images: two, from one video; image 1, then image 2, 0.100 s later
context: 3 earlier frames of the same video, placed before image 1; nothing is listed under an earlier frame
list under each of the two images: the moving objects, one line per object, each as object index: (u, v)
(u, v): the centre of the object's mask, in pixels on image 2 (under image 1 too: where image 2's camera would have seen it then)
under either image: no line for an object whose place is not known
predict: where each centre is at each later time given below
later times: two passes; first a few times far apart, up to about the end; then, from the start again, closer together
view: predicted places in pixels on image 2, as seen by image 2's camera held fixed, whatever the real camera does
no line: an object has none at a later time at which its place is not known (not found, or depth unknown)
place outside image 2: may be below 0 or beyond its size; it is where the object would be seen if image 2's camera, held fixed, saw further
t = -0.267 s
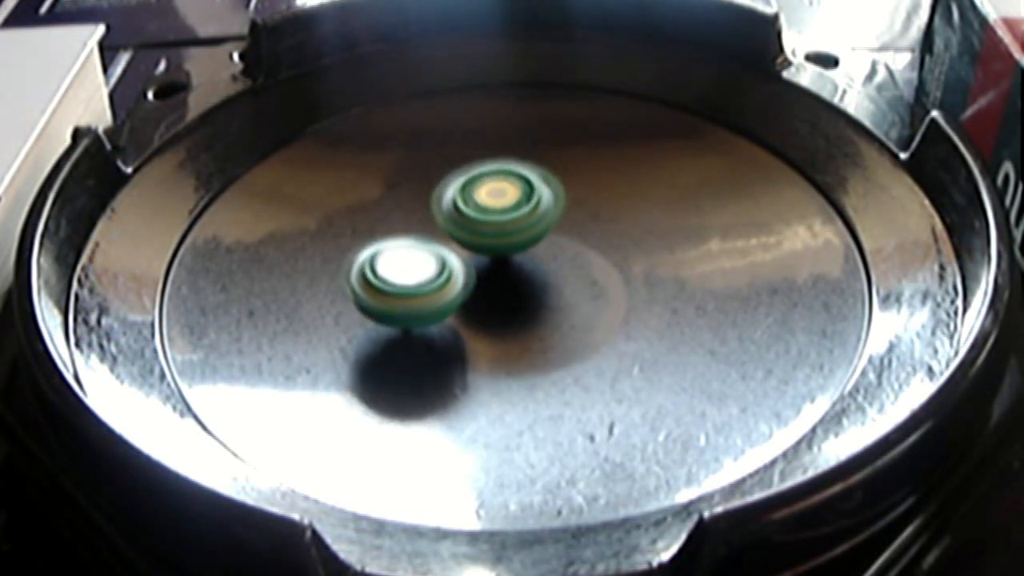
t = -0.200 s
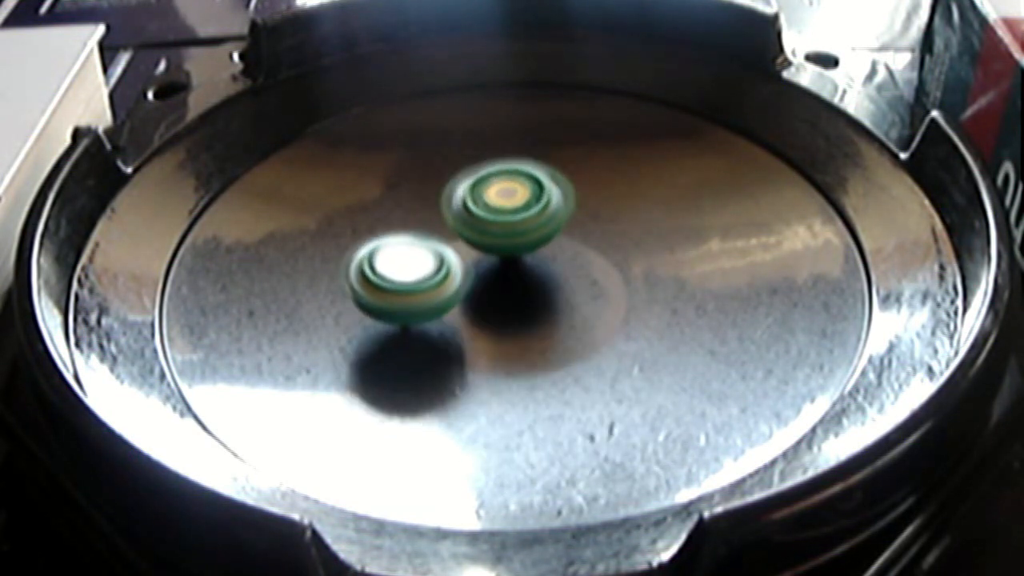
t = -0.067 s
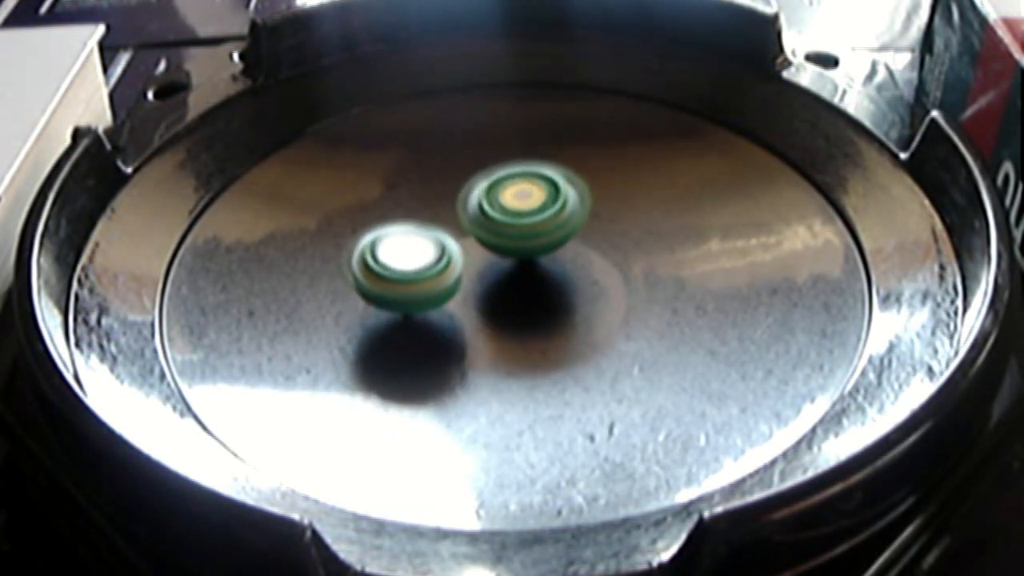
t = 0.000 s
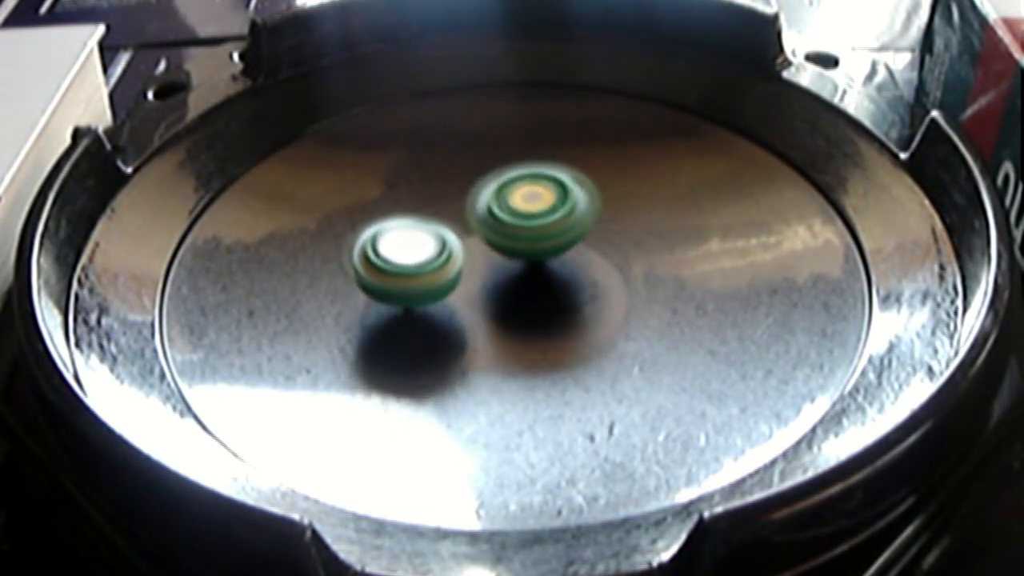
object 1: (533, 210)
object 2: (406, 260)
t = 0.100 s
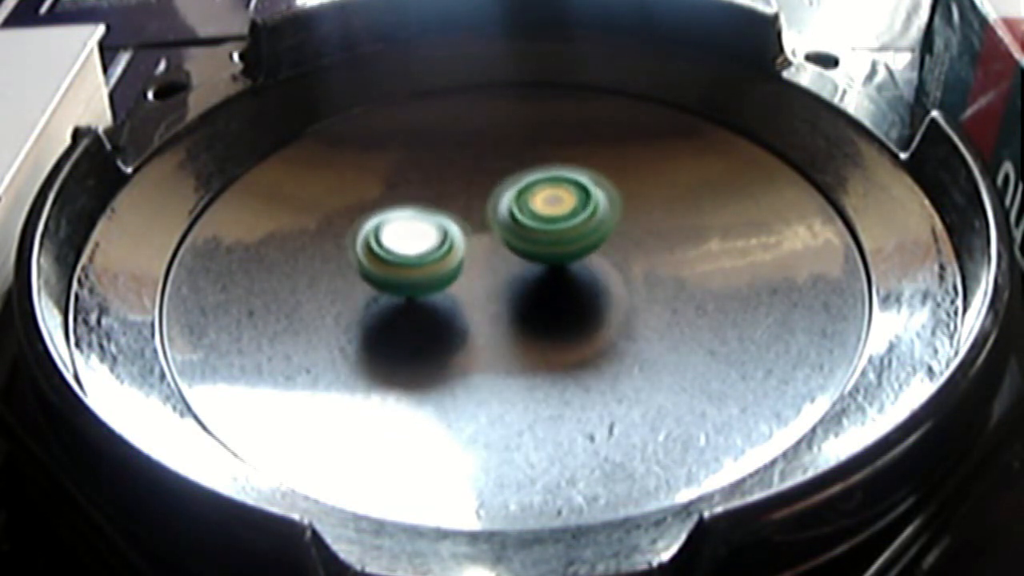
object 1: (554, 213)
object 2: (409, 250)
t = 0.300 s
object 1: (580, 224)
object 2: (421, 232)
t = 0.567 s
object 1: (598, 244)
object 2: (443, 214)
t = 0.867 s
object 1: (589, 271)
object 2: (471, 202)
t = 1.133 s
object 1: (558, 291)
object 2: (495, 201)
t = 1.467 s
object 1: (503, 301)
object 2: (526, 210)
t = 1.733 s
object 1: (454, 294)
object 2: (549, 229)
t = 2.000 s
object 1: (404, 280)
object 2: (565, 252)
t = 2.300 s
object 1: (406, 260)
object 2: (584, 271)
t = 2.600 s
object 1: (427, 225)
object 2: (579, 282)
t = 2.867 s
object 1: (463, 202)
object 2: (558, 289)
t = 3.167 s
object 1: (512, 192)
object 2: (526, 289)
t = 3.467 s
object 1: (556, 192)
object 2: (489, 287)
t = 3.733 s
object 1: (582, 208)
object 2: (457, 279)
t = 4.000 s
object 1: (595, 236)
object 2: (437, 266)
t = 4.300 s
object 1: (575, 268)
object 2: (432, 250)
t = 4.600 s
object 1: (536, 296)
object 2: (436, 231)
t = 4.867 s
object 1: (489, 302)
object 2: (450, 217)
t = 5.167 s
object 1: (440, 291)
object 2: (477, 208)
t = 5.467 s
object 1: (406, 270)
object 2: (506, 210)
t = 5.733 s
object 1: (403, 257)
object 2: (535, 220)
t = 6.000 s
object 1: (420, 237)
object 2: (561, 239)
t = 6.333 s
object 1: (443, 215)
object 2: (575, 271)
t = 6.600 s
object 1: (476, 208)
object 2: (566, 291)
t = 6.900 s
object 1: (515, 211)
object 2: (538, 302)
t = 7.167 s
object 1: (554, 205)
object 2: (490, 287)
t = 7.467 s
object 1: (602, 193)
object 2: (466, 243)
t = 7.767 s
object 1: (630, 215)
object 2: (474, 206)
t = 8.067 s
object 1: (615, 258)
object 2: (485, 189)
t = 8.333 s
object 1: (549, 288)
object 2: (502, 198)
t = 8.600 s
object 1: (474, 282)
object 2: (542, 208)
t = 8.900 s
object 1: (445, 238)
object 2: (588, 223)
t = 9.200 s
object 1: (485, 206)
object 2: (613, 251)
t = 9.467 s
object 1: (497, 183)
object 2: (673, 299)
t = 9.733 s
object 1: (531, 205)
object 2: (658, 315)
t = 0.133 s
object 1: (560, 215)
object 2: (411, 246)
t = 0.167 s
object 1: (564, 216)
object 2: (413, 243)
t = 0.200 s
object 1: (568, 218)
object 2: (416, 240)
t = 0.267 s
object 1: (576, 221)
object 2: (420, 235)
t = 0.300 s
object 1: (580, 224)
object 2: (421, 232)
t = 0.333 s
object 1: (583, 226)
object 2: (424, 229)
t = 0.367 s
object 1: (586, 228)
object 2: (426, 226)
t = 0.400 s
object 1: (589, 230)
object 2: (429, 224)
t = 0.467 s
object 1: (594, 236)
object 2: (435, 220)
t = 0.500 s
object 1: (595, 238)
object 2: (437, 218)
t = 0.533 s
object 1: (597, 241)
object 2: (440, 216)
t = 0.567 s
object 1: (598, 244)
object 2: (443, 214)
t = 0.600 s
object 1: (598, 247)
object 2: (446, 212)
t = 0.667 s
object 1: (598, 253)
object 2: (452, 209)
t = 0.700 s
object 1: (597, 256)
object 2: (455, 208)
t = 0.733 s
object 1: (596, 259)
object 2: (459, 206)
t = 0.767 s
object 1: (595, 262)
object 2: (461, 205)
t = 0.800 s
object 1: (593, 265)
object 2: (465, 204)
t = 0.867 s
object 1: (589, 271)
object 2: (471, 202)
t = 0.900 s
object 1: (587, 275)
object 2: (474, 201)
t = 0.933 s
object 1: (583, 278)
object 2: (477, 201)
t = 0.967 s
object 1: (580, 280)
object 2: (480, 201)
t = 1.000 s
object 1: (576, 283)
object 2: (482, 200)
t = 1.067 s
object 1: (567, 287)
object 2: (488, 201)
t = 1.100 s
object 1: (562, 290)
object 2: (492, 201)
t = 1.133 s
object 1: (558, 291)
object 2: (495, 201)
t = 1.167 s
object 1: (552, 293)
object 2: (498, 202)
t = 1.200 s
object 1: (547, 294)
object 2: (501, 202)
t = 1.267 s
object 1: (537, 297)
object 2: (507, 204)
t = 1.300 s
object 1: (531, 298)
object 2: (510, 205)
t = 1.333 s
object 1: (526, 299)
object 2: (513, 205)
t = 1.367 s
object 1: (520, 300)
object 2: (515, 206)
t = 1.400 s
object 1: (515, 300)
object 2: (519, 207)
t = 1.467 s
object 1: (503, 301)
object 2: (526, 210)
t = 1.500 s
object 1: (497, 301)
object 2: (529, 212)
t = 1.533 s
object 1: (491, 301)
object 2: (532, 214)
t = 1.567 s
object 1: (484, 300)
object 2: (535, 216)
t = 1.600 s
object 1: (478, 299)
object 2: (537, 218)
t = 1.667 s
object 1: (465, 297)
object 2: (543, 223)
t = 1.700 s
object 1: (459, 296)
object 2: (546, 226)
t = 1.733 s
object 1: (454, 294)
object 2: (549, 229)
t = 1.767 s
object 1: (446, 293)
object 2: (551, 232)
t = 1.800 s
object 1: (437, 292)
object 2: (553, 234)
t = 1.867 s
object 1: (422, 289)
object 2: (557, 240)
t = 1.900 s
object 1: (416, 287)
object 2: (559, 243)
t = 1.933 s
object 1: (409, 285)
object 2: (562, 246)
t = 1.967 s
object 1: (406, 282)
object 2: (563, 249)
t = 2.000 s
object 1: (404, 280)
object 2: (565, 252)
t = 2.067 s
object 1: (404, 278)
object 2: (571, 258)
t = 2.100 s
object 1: (404, 277)
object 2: (573, 261)
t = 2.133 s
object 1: (404, 276)
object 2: (576, 263)
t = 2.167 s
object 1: (404, 274)
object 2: (578, 265)
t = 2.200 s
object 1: (405, 271)
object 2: (580, 267)
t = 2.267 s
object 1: (405, 264)
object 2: (583, 270)
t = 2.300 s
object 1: (406, 260)
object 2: (584, 271)
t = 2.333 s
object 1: (407, 256)
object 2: (584, 273)
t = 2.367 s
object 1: (408, 252)
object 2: (585, 274)
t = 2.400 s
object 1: (409, 248)
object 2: (585, 275)
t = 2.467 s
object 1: (414, 240)
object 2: (584, 278)
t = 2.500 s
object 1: (417, 236)
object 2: (583, 279)
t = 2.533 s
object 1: (420, 232)
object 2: (582, 280)
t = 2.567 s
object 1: (424, 228)
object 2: (581, 281)
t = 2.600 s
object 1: (427, 225)
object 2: (579, 282)
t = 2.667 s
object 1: (435, 218)
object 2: (575, 285)
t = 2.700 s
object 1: (438, 215)
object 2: (574, 285)
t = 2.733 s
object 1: (443, 211)
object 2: (571, 286)
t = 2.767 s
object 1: (448, 209)
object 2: (568, 287)
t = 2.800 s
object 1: (453, 206)
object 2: (565, 288)
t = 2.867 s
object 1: (463, 202)
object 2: (558, 289)
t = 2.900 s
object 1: (468, 200)
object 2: (555, 289)
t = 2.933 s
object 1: (473, 198)
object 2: (552, 289)
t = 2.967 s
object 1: (478, 197)
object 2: (548, 289)
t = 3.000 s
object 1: (484, 195)
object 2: (545, 290)
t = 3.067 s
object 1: (495, 193)
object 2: (537, 289)
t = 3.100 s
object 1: (501, 193)
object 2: (531, 289)
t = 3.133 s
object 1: (507, 193)
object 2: (528, 289)
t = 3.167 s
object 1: (512, 192)
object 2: (526, 289)
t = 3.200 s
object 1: (518, 193)
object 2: (522, 289)
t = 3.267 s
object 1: (530, 193)
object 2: (517, 288)
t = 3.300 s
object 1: (536, 191)
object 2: (512, 289)
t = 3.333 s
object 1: (542, 190)
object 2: (507, 289)
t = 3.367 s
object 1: (547, 190)
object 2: (502, 289)
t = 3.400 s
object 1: (551, 190)
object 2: (497, 289)
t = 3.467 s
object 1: (556, 192)
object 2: (489, 287)
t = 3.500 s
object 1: (559, 193)
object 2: (485, 285)
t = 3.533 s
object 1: (563, 195)
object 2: (481, 285)
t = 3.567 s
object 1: (566, 196)
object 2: (477, 284)
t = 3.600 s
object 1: (569, 198)
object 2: (473, 283)
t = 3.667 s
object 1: (576, 203)
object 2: (464, 282)
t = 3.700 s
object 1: (579, 205)
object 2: (460, 280)
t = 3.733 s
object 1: (582, 208)
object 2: (457, 279)
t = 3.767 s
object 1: (585, 211)
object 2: (454, 277)
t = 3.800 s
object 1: (587, 214)
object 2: (450, 276)
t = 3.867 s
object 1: (592, 221)
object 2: (445, 272)
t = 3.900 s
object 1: (593, 225)
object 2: (443, 271)
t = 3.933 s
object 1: (594, 228)
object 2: (441, 269)
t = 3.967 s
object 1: (594, 232)
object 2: (439, 268)
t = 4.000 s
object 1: (595, 236)
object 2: (437, 266)
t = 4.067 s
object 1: (593, 244)
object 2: (434, 262)
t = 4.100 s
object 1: (591, 247)
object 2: (433, 261)
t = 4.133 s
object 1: (589, 251)
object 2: (433, 259)
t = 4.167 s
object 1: (586, 254)
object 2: (432, 257)
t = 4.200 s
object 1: (584, 258)
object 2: (432, 256)
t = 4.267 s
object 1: (578, 265)
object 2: (432, 251)
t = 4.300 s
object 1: (575, 268)
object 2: (432, 250)
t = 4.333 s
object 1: (571, 272)
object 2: (433, 248)
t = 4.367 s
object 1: (567, 275)
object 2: (433, 246)
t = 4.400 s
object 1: (562, 278)
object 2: (434, 244)
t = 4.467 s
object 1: (557, 285)
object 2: (433, 238)
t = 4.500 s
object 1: (552, 288)
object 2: (433, 236)
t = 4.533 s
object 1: (547, 291)
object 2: (434, 235)
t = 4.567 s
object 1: (542, 293)
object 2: (435, 233)
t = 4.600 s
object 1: (536, 296)
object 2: (436, 231)
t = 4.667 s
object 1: (525, 299)
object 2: (438, 227)
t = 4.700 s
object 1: (519, 300)
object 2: (440, 226)
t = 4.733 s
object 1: (514, 301)
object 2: (441, 224)
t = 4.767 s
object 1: (507, 302)
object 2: (443, 222)
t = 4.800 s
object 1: (502, 302)
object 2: (445, 221)
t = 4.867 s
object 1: (489, 302)
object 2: (450, 217)
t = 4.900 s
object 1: (483, 302)
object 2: (453, 216)
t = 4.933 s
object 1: (478, 301)
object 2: (455, 215)
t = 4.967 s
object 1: (473, 300)
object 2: (458, 214)
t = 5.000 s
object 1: (467, 298)
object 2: (461, 212)
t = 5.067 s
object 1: (457, 296)
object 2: (467, 210)
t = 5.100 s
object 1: (451, 295)
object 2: (471, 209)
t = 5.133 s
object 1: (446, 293)
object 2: (474, 209)
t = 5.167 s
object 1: (440, 291)
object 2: (477, 208)
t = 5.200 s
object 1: (435, 290)
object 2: (481, 208)
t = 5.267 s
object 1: (424, 285)
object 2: (488, 208)
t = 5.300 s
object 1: (420, 283)
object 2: (491, 208)
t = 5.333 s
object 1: (416, 280)
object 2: (494, 208)
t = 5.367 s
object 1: (413, 278)
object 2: (498, 209)
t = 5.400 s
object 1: (410, 275)
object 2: (501, 209)
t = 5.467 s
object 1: (406, 270)
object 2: (506, 210)
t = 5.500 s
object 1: (404, 267)
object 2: (510, 211)
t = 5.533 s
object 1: (403, 264)
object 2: (513, 212)
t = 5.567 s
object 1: (402, 262)
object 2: (516, 213)
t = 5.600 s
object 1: (401, 261)
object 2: (521, 214)
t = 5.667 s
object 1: (401, 259)
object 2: (528, 217)
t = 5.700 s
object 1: (402, 258)
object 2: (532, 218)
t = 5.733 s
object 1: (403, 257)
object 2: (535, 220)
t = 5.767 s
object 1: (404, 255)
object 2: (539, 222)
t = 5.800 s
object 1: (405, 252)
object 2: (542, 224)
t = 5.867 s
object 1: (409, 247)
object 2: (548, 228)
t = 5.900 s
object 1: (412, 244)
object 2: (551, 230)
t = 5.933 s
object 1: (416, 241)
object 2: (555, 233)
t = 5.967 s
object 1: (418, 239)
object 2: (558, 235)
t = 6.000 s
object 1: (420, 237)
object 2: (561, 239)
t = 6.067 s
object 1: (422, 233)
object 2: (567, 245)
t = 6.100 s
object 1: (423, 230)
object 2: (568, 248)
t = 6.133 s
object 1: (424, 227)
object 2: (568, 253)
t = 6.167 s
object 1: (426, 225)
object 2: (570, 256)
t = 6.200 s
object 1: (429, 223)
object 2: (572, 259)
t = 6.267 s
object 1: (436, 219)
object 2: (574, 266)
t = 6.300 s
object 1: (439, 217)
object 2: (575, 268)
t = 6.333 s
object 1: (443, 215)
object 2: (575, 271)
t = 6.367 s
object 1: (447, 214)
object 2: (575, 274)
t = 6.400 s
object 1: (450, 212)
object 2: (576, 276)
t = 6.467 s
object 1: (458, 210)
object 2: (573, 282)
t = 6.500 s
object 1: (463, 210)
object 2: (572, 284)
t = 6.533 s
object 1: (467, 209)
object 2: (570, 287)
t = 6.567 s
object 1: (471, 209)
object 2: (568, 289)
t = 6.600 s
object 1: (476, 208)
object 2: (566, 291)
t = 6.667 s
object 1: (485, 209)
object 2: (562, 295)
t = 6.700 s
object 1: (490, 209)
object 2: (560, 297)
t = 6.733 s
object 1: (494, 210)
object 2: (557, 298)
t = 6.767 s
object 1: (499, 212)
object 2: (553, 299)
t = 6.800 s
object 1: (503, 212)
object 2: (551, 301)
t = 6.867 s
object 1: (511, 213)
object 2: (545, 302)
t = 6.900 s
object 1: (515, 211)
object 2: (538, 302)
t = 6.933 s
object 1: (520, 210)
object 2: (533, 301)
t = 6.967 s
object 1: (525, 210)
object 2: (527, 300)
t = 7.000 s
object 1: (529, 209)
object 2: (522, 299)
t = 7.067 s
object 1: (538, 208)
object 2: (511, 294)
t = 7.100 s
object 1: (542, 207)
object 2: (505, 292)
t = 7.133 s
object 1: (547, 207)
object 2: (499, 290)
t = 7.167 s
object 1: (554, 205)
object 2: (490, 287)
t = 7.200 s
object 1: (561, 202)
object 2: (484, 283)
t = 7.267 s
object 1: (579, 200)
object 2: (475, 272)
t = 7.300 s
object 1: (585, 197)
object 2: (472, 266)
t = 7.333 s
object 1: (590, 196)
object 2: (470, 261)
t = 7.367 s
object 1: (593, 195)
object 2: (468, 256)
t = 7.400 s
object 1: (596, 194)
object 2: (467, 252)
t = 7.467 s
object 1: (602, 193)
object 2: (466, 243)
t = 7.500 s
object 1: (605, 194)
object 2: (467, 238)
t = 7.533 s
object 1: (607, 195)
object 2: (468, 234)
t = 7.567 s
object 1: (610, 197)
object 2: (469, 230)
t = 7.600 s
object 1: (611, 199)
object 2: (471, 226)
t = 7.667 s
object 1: (616, 203)
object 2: (473, 218)
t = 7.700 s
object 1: (623, 207)
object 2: (471, 213)
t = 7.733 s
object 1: (627, 211)
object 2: (473, 209)
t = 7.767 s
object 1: (630, 215)
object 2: (474, 206)
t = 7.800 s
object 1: (633, 219)
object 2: (477, 203)
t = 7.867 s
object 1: (635, 228)
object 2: (482, 196)
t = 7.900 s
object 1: (634, 233)
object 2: (483, 194)
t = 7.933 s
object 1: (632, 238)
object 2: (484, 192)
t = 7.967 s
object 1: (629, 244)
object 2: (484, 190)
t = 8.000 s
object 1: (625, 248)
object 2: (485, 189)
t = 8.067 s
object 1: (615, 258)
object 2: (485, 189)
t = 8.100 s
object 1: (610, 263)
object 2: (486, 189)
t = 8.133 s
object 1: (603, 268)
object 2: (487, 190)
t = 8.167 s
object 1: (596, 273)
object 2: (488, 191)
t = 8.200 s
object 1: (588, 278)
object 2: (489, 192)
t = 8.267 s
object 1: (569, 284)
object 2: (494, 195)
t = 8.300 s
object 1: (559, 287)
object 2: (498, 197)
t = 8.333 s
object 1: (549, 288)
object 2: (502, 198)
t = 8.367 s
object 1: (539, 288)
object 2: (508, 200)
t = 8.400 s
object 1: (529, 289)
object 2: (512, 202)
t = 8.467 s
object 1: (510, 290)
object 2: (523, 204)
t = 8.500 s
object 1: (500, 290)
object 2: (528, 204)
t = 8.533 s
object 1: (491, 288)
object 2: (532, 205)
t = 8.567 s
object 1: (482, 285)
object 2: (537, 206)
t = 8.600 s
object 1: (474, 282)
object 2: (542, 208)
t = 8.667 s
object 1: (458, 275)
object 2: (555, 211)
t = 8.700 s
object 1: (453, 270)
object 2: (561, 212)
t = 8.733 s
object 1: (449, 263)
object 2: (567, 213)
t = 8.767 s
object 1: (447, 259)
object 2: (572, 214)
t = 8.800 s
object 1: (445, 253)
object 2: (576, 216)
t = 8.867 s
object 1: (443, 243)
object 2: (584, 222)
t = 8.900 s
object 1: (445, 238)
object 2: (588, 223)
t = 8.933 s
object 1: (446, 233)
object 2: (592, 226)
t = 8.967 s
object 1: (449, 228)
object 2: (595, 228)
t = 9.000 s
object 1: (453, 224)
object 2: (599, 232)
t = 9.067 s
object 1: (462, 216)
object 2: (604, 237)
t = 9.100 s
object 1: (467, 213)
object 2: (607, 240)
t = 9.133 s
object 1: (473, 211)
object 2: (608, 244)
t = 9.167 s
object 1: (478, 208)
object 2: (611, 247)
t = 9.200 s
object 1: (485, 206)
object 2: (613, 251)
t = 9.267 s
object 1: (493, 199)
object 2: (622, 262)
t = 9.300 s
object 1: (484, 189)
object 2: (644, 276)
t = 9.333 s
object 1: (481, 184)
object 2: (657, 287)
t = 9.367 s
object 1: (484, 182)
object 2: (663, 292)
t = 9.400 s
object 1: (488, 181)
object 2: (667, 295)
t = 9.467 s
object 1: (497, 183)
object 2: (673, 299)
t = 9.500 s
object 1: (501, 185)
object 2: (674, 301)
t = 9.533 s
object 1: (505, 187)
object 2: (674, 303)
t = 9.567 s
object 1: (510, 190)
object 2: (674, 306)
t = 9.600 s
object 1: (515, 192)
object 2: (673, 308)
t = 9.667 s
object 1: (524, 198)
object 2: (667, 312)
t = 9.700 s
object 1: (528, 202)
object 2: (664, 314)
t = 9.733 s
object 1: (531, 205)
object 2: (658, 315)
